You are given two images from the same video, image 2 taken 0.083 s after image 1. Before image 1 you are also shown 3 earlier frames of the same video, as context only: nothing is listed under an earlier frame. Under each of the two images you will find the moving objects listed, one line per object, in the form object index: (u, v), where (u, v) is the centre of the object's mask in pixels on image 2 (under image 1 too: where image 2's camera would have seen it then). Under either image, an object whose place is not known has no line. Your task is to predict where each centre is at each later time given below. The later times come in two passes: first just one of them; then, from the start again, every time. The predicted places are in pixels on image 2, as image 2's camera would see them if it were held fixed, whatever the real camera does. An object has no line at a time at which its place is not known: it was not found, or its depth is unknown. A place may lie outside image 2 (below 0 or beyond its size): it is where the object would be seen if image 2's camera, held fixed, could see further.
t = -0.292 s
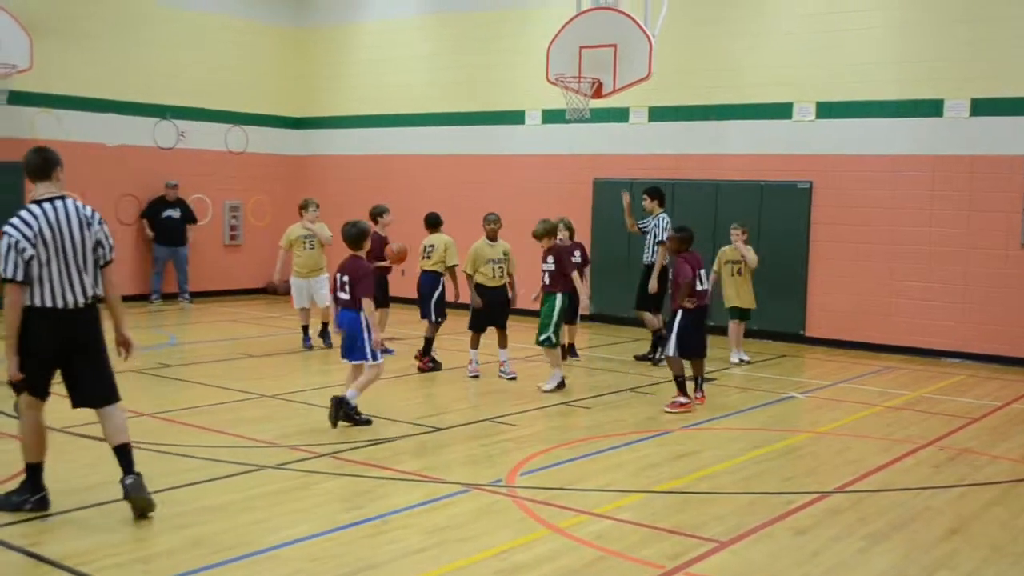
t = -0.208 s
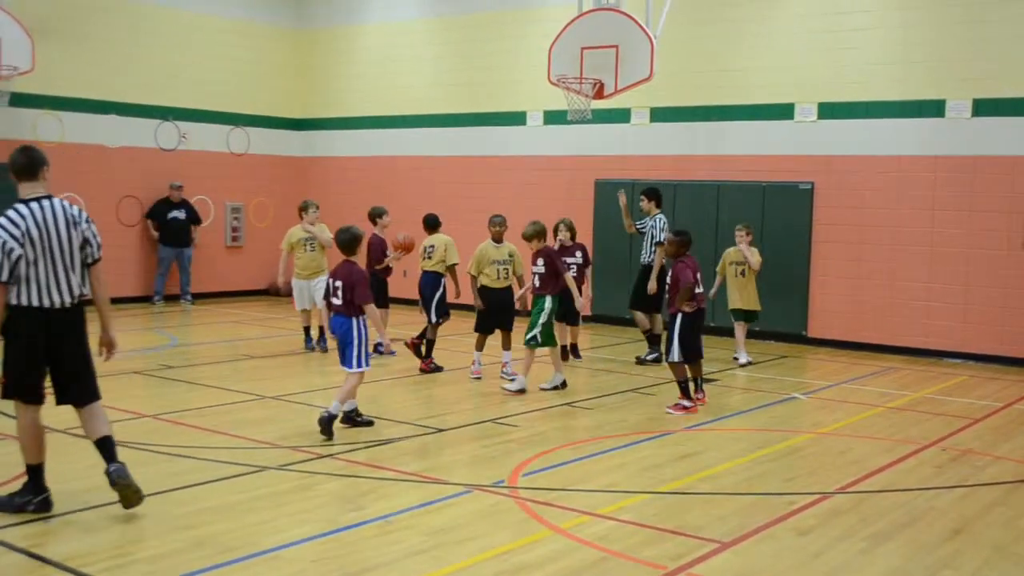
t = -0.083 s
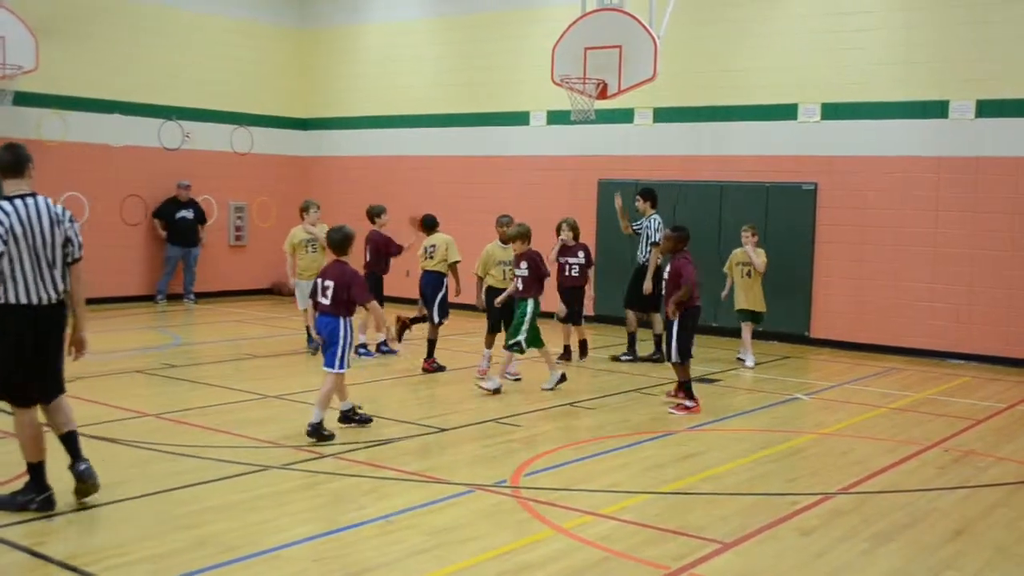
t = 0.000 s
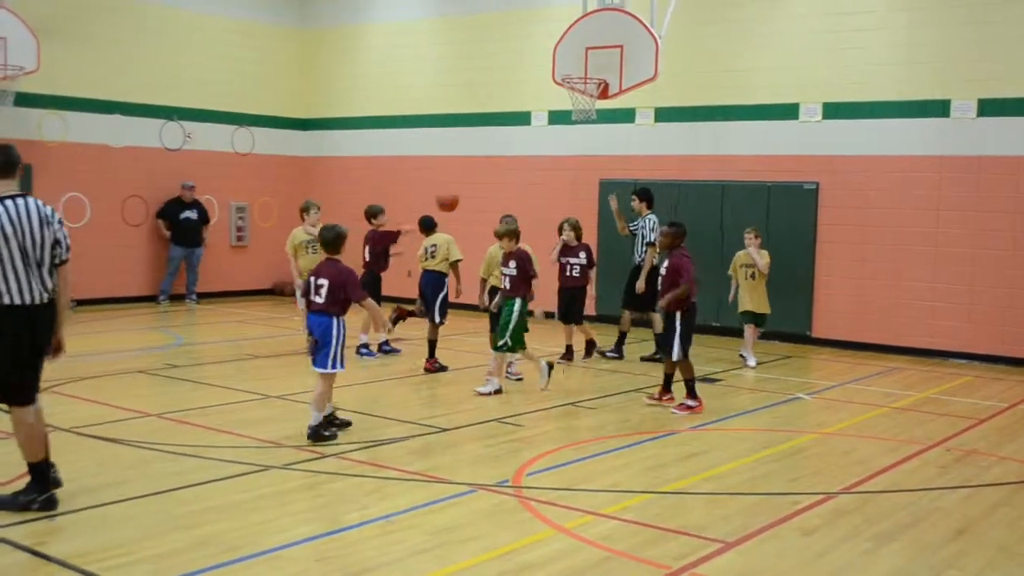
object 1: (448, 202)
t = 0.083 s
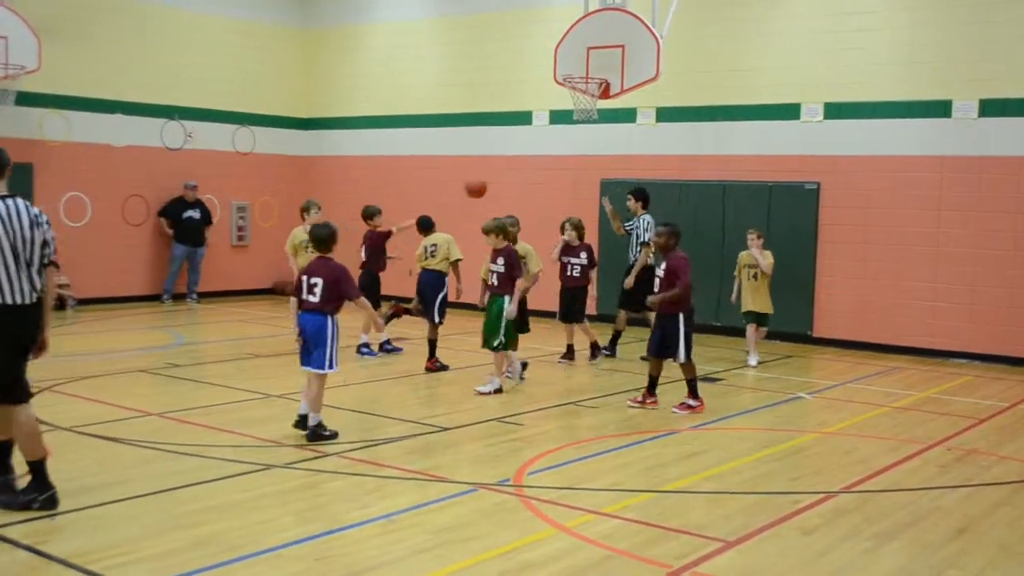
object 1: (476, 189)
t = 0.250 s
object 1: (529, 182)
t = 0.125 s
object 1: (490, 183)
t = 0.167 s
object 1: (503, 182)
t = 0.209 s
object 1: (516, 181)
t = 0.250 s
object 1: (529, 182)
